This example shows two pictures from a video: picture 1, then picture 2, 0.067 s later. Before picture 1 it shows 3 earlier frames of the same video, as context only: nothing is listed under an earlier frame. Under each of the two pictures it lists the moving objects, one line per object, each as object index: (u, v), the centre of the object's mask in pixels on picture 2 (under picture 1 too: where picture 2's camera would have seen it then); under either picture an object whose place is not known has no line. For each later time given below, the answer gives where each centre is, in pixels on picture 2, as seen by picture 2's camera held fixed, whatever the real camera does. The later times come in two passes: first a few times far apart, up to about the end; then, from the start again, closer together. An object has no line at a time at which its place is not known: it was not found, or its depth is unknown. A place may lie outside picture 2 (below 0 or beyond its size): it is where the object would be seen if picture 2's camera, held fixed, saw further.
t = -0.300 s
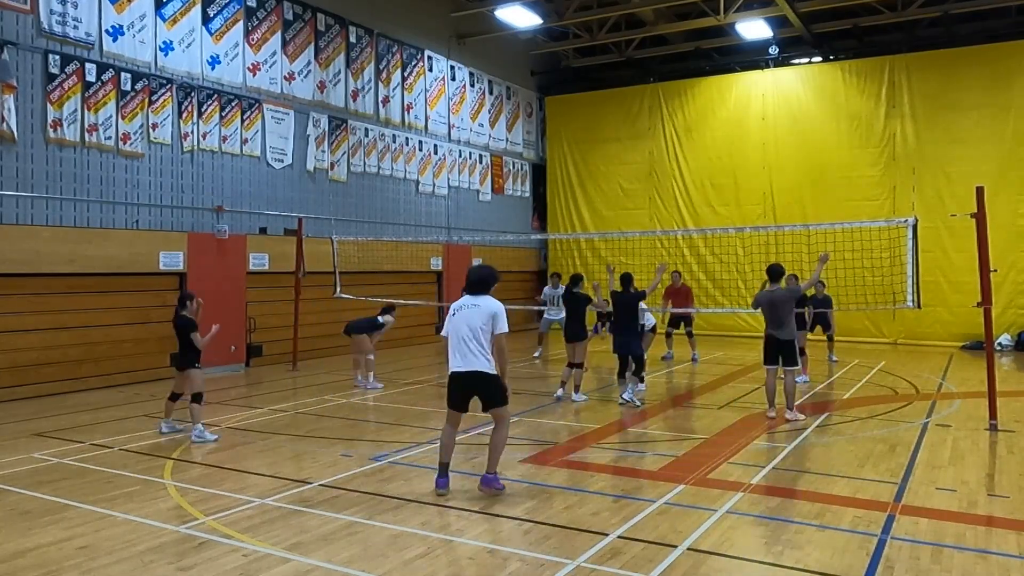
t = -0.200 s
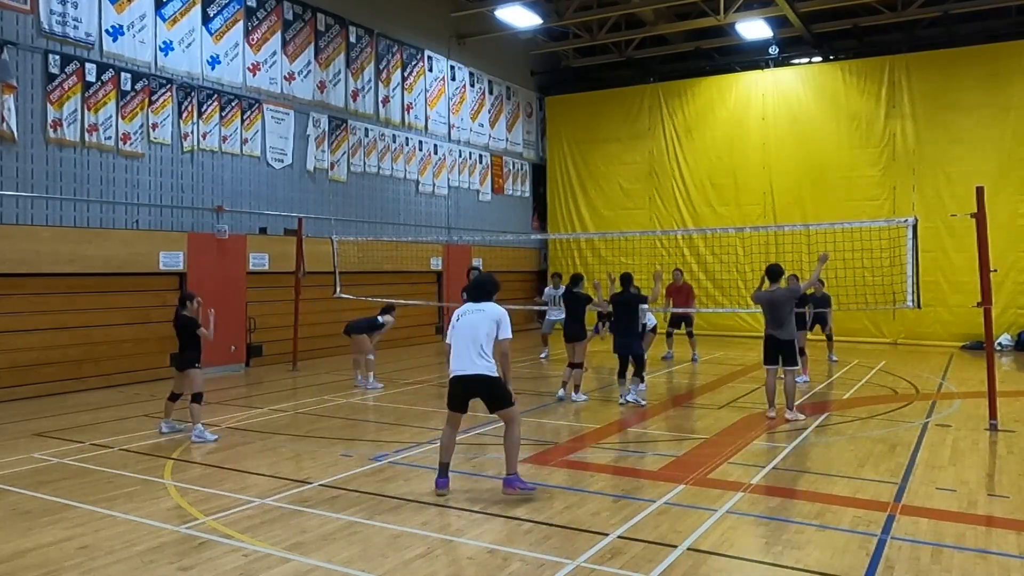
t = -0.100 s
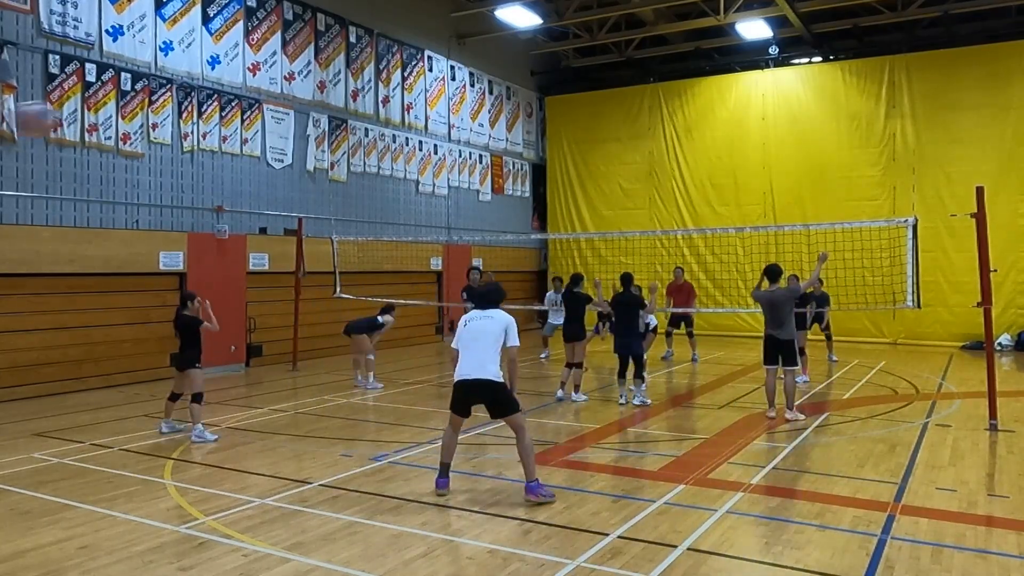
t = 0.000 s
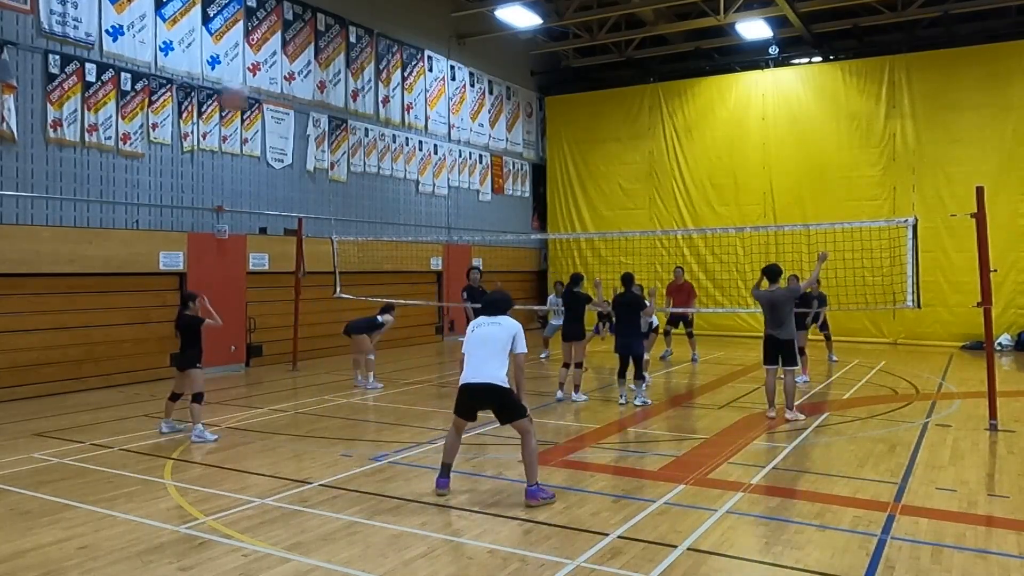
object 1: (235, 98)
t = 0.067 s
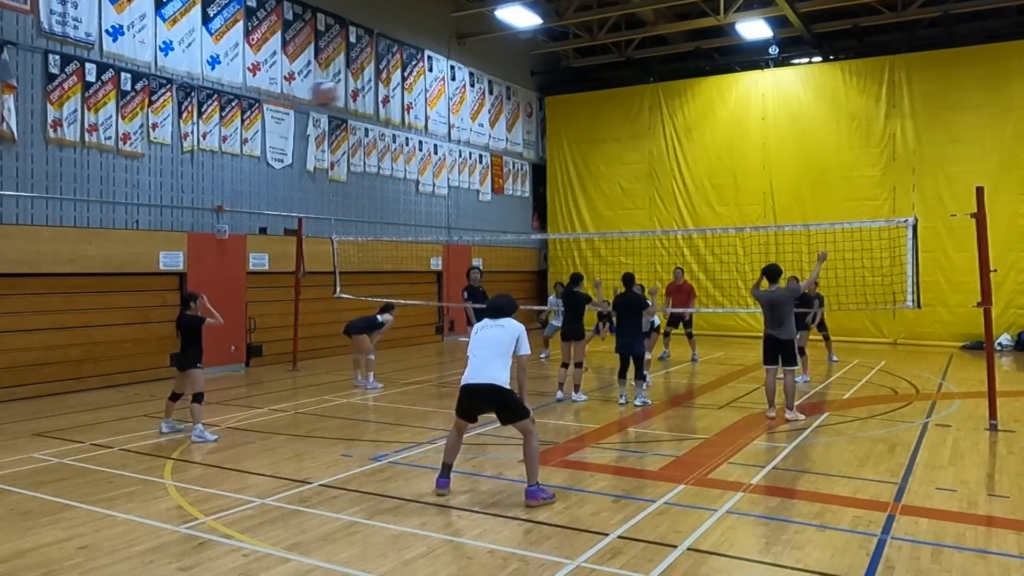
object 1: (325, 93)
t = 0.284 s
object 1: (516, 111)
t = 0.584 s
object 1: (660, 172)
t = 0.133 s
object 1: (396, 95)
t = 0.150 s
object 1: (413, 97)
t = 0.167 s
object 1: (428, 99)
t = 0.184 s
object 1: (442, 101)
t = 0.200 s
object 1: (457, 103)
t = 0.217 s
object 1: (470, 104)
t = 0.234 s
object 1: (482, 105)
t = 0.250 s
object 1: (495, 108)
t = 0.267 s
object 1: (505, 110)
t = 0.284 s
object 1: (516, 111)
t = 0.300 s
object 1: (527, 112)
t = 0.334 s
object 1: (547, 120)
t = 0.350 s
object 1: (557, 123)
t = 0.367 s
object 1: (566, 126)
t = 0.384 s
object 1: (574, 129)
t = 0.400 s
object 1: (583, 131)
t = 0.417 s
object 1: (591, 135)
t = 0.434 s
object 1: (600, 139)
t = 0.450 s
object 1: (608, 143)
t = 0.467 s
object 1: (615, 146)
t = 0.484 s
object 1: (622, 150)
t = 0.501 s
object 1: (629, 154)
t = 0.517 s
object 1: (636, 157)
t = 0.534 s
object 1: (643, 161)
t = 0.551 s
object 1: (648, 165)
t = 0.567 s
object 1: (655, 168)
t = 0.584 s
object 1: (660, 172)
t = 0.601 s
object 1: (666, 176)
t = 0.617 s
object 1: (672, 180)
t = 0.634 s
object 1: (677, 184)
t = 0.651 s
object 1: (683, 188)
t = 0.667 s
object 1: (687, 192)
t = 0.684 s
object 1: (692, 196)
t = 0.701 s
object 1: (697, 201)
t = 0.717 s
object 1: (702, 204)
